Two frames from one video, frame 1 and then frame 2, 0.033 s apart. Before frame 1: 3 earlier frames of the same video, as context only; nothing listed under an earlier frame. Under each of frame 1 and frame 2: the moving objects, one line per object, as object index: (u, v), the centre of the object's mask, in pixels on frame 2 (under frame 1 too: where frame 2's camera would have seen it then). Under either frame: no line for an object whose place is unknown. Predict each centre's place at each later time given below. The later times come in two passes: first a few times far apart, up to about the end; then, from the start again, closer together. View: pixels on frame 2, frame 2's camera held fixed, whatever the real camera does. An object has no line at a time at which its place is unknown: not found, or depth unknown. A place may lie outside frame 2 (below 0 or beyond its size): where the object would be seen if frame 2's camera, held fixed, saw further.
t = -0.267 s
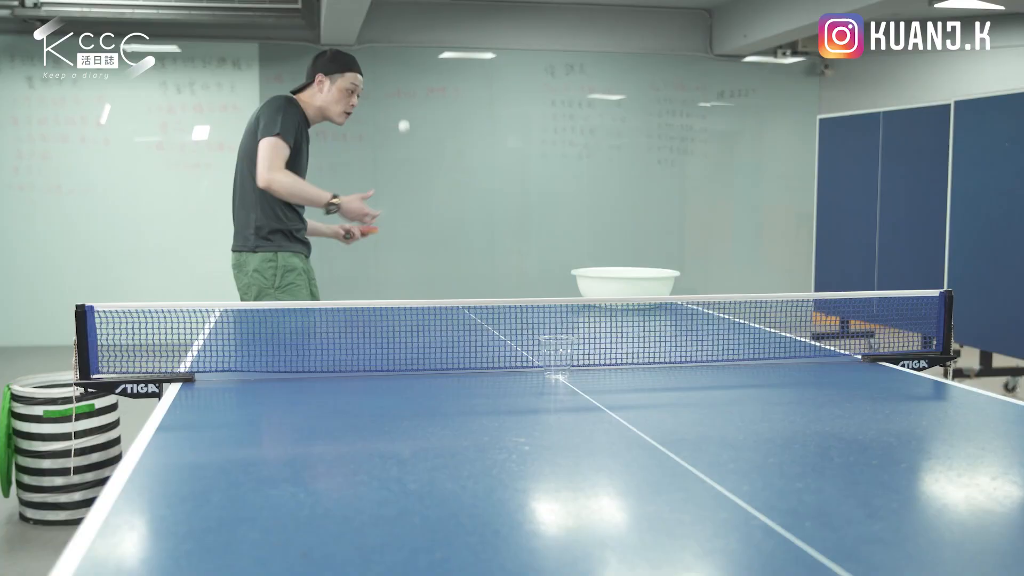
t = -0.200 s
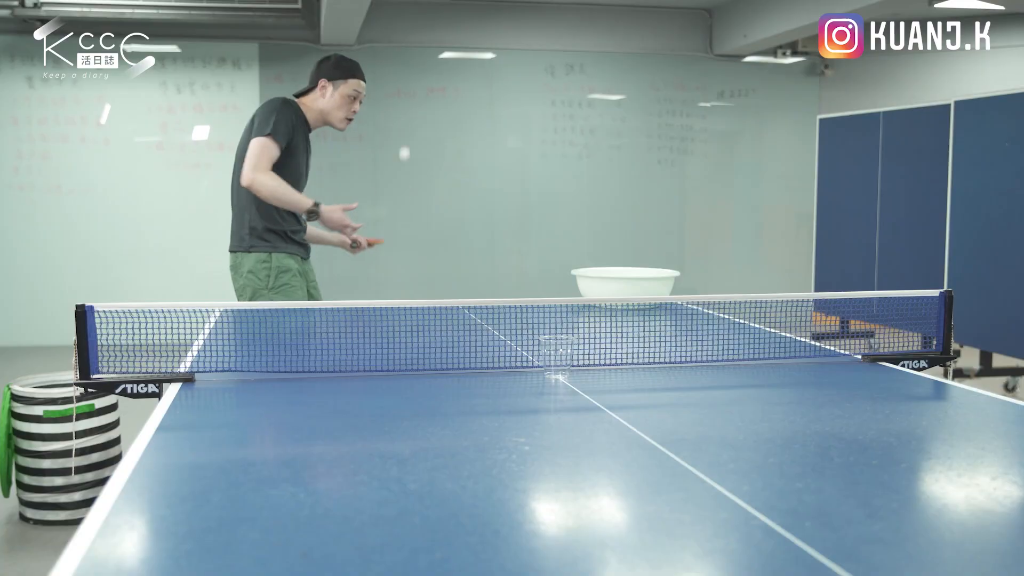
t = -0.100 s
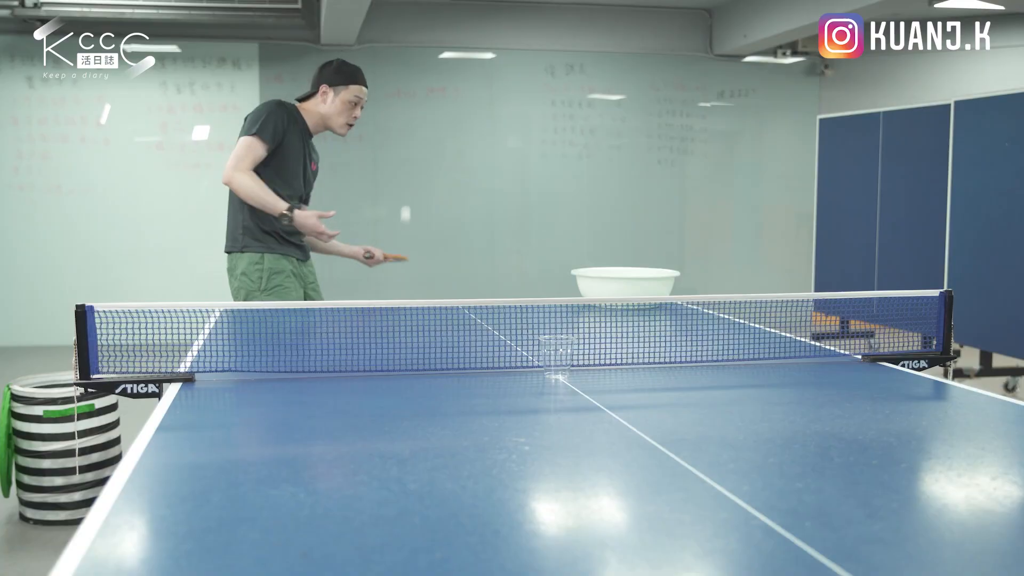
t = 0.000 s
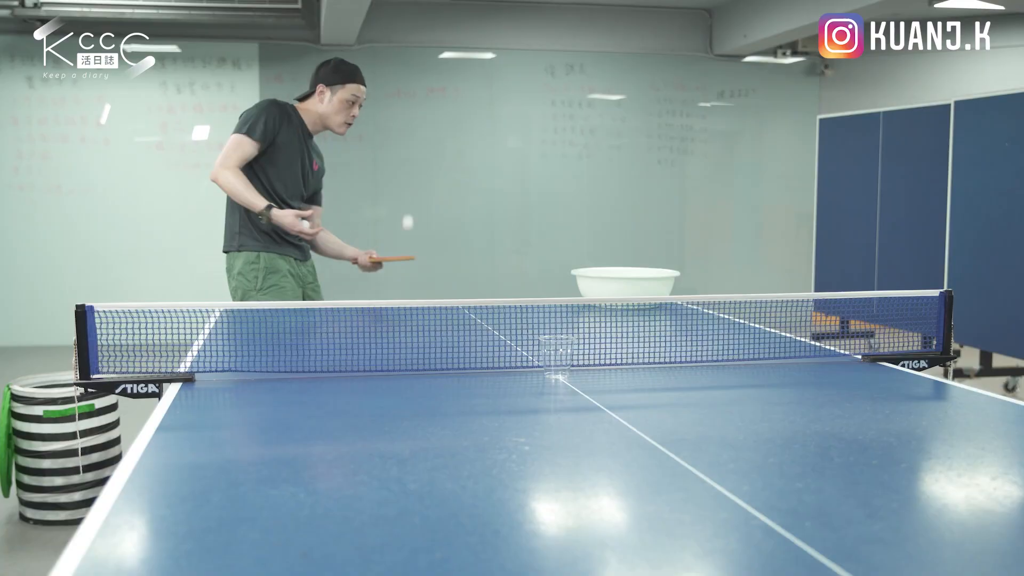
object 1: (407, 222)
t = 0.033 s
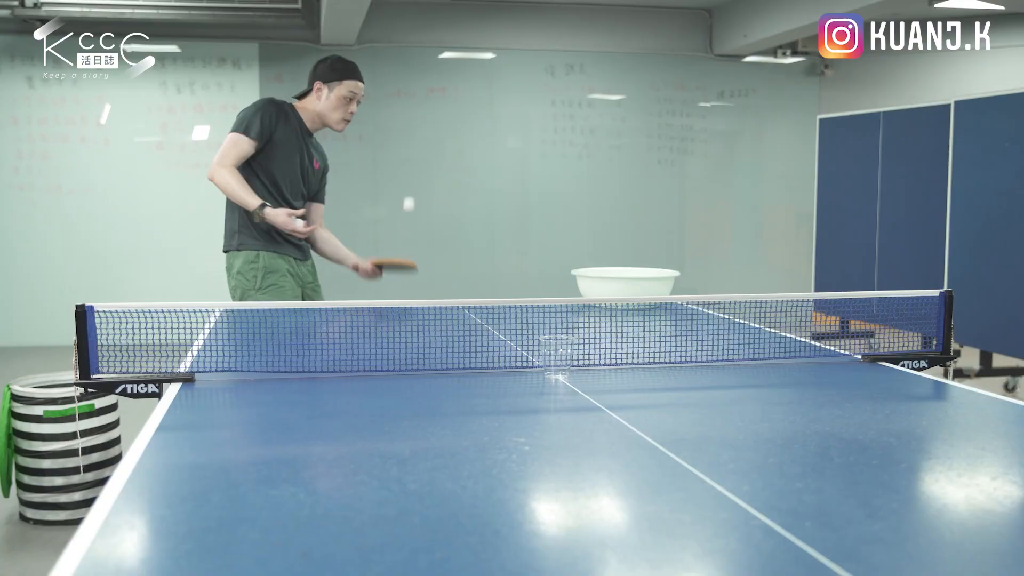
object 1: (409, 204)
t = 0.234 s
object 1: (417, 143)
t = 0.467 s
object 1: (433, 226)
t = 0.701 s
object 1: (454, 228)
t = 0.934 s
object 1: (477, 196)
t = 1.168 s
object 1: (502, 329)
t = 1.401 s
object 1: (516, 219)
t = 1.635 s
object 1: (530, 354)
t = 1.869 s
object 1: (558, 314)
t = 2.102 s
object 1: (559, 366)
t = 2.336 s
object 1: (560, 366)
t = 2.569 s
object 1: (554, 367)
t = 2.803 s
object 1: (553, 367)
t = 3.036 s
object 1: (555, 367)
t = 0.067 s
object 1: (410, 187)
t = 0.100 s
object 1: (411, 174)
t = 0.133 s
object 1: (412, 162)
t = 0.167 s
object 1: (414, 152)
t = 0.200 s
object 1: (415, 146)
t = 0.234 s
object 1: (417, 143)
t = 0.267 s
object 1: (419, 143)
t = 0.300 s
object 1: (421, 146)
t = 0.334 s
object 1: (423, 153)
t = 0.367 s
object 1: (426, 164)
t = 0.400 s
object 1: (428, 180)
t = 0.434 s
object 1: (430, 201)
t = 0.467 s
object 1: (433, 226)
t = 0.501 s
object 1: (436, 258)
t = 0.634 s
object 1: (449, 278)
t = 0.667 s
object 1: (451, 251)
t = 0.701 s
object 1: (454, 228)
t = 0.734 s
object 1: (457, 209)
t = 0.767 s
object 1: (460, 195)
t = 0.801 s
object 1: (463, 186)
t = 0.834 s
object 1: (467, 181)
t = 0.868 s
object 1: (470, 181)
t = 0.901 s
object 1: (473, 186)
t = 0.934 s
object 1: (477, 196)
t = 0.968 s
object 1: (480, 213)
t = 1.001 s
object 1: (484, 235)
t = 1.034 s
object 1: (488, 264)
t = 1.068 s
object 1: (492, 299)
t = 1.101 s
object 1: (496, 342)
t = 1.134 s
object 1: (501, 369)
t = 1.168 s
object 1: (502, 329)
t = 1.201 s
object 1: (505, 295)
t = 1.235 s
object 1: (507, 269)
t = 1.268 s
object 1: (509, 248)
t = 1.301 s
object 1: (511, 232)
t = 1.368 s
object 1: (514, 218)
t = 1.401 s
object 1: (516, 219)
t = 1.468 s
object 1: (520, 237)
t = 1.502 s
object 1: (522, 254)
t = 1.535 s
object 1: (524, 276)
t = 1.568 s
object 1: (526, 303)
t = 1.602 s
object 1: (528, 335)
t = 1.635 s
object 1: (530, 354)
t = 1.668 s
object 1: (534, 332)
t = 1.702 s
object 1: (538, 317)
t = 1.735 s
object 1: (542, 306)
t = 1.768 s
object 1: (546, 301)
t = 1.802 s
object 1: (550, 300)
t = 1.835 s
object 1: (554, 304)
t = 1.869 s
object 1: (558, 314)
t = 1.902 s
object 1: (562, 329)
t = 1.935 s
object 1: (560, 340)
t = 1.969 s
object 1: (554, 354)
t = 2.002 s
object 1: (556, 364)
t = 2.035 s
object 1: (558, 365)
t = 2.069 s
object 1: (553, 366)
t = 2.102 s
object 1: (559, 366)
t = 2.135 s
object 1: (557, 365)
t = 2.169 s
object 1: (554, 365)
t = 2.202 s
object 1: (559, 366)
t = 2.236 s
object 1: (558, 365)
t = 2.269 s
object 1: (553, 365)
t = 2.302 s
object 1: (556, 365)
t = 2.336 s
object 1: (560, 366)
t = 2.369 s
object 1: (557, 366)
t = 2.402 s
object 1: (553, 367)
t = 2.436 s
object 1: (555, 366)
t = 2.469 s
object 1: (559, 366)
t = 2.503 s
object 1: (559, 367)
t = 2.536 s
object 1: (556, 367)
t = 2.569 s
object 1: (554, 367)
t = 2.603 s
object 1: (554, 366)
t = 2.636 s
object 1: (557, 365)
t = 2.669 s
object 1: (559, 366)
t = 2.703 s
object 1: (559, 367)
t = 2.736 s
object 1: (558, 367)
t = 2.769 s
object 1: (555, 367)
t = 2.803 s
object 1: (553, 367)
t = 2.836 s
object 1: (554, 366)
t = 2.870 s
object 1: (556, 366)
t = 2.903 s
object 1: (559, 366)
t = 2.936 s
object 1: (560, 366)
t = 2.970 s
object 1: (559, 367)
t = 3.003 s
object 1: (557, 367)
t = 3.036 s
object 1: (555, 367)
